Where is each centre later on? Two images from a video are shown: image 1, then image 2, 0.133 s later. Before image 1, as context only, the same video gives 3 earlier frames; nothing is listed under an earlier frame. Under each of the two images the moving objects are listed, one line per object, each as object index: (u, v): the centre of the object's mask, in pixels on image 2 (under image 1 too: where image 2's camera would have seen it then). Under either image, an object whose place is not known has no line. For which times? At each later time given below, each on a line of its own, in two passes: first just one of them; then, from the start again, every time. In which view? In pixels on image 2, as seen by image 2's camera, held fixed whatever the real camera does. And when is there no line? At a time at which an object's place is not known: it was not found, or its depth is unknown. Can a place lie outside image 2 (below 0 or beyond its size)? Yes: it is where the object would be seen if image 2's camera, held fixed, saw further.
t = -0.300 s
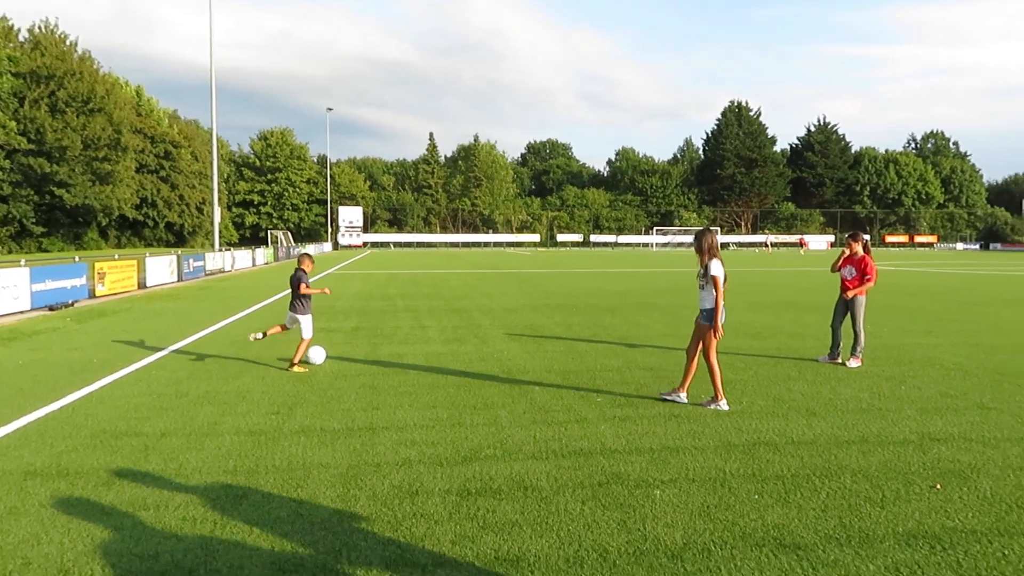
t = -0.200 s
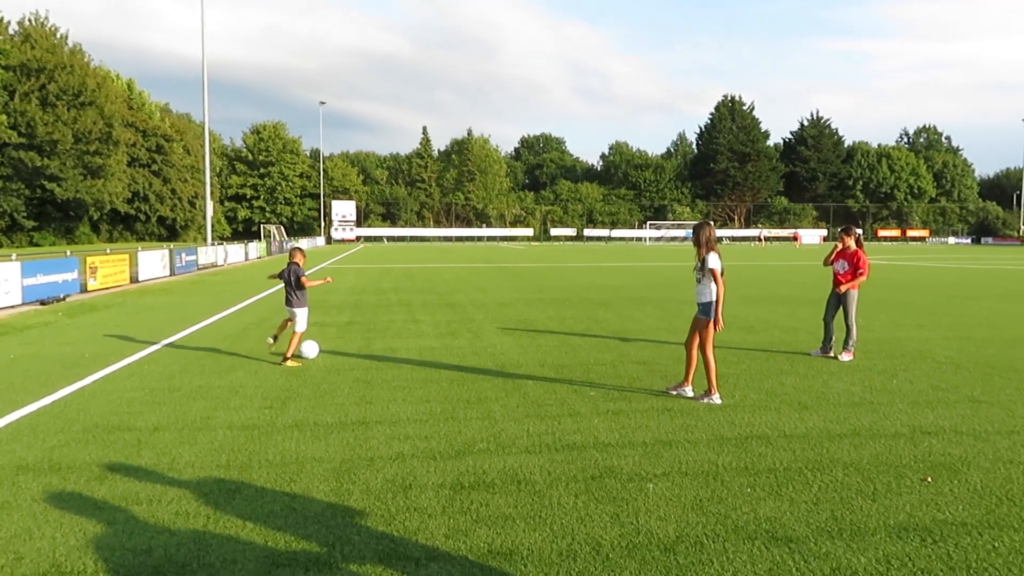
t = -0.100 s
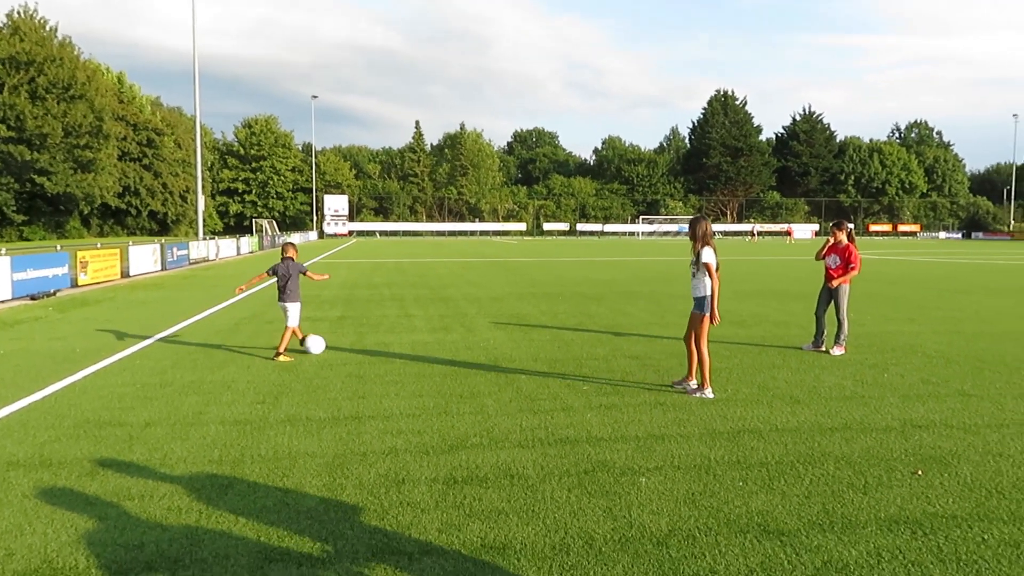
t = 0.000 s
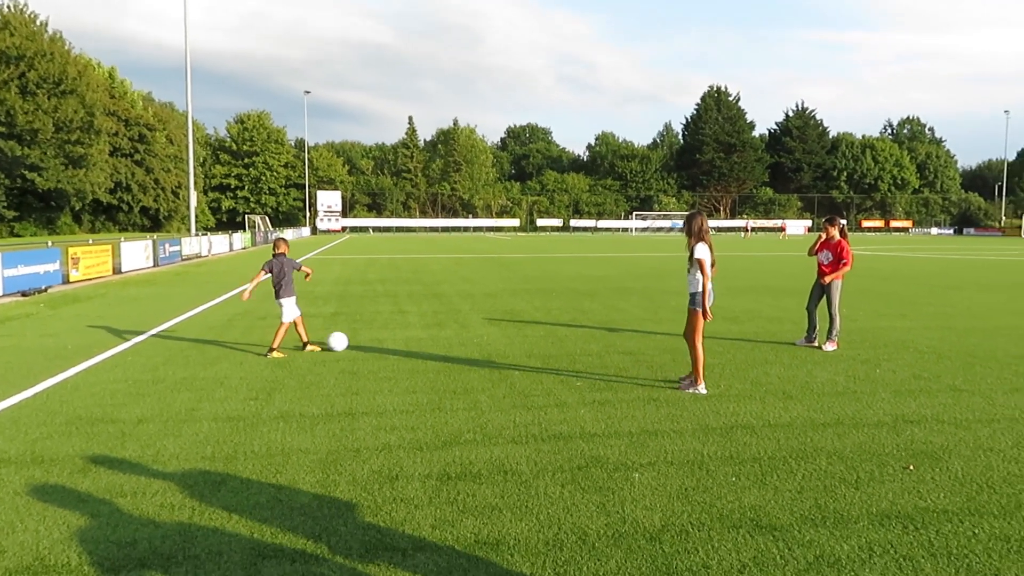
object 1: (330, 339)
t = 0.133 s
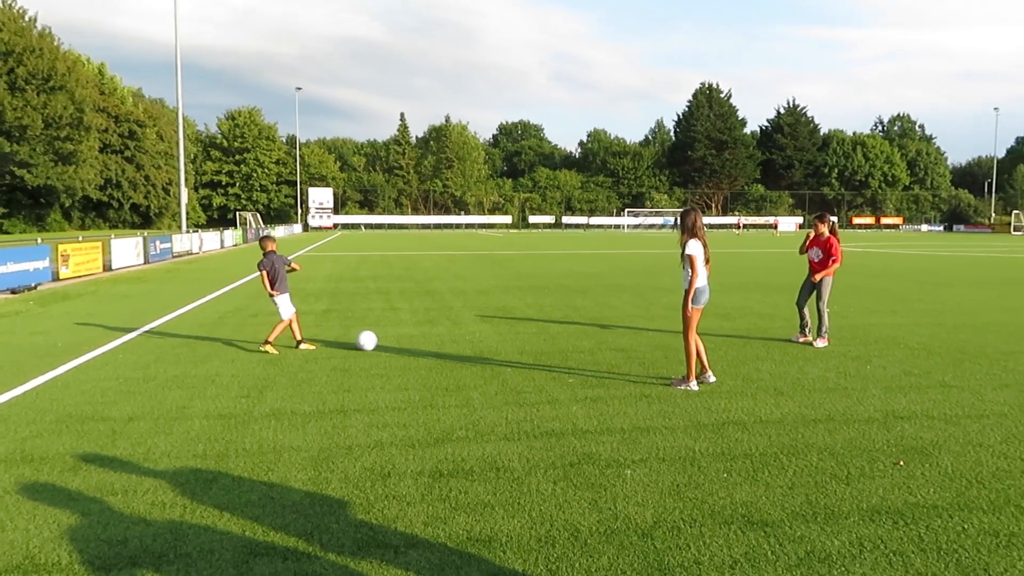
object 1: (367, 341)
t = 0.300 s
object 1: (411, 342)
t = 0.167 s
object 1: (376, 341)
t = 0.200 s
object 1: (384, 341)
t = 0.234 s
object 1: (394, 342)
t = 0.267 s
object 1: (402, 342)
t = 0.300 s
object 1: (411, 342)
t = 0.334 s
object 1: (420, 343)
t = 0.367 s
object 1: (428, 343)
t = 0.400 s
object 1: (437, 344)
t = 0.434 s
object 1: (445, 345)
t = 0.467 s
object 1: (454, 345)
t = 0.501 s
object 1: (462, 345)
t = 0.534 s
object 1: (471, 346)
